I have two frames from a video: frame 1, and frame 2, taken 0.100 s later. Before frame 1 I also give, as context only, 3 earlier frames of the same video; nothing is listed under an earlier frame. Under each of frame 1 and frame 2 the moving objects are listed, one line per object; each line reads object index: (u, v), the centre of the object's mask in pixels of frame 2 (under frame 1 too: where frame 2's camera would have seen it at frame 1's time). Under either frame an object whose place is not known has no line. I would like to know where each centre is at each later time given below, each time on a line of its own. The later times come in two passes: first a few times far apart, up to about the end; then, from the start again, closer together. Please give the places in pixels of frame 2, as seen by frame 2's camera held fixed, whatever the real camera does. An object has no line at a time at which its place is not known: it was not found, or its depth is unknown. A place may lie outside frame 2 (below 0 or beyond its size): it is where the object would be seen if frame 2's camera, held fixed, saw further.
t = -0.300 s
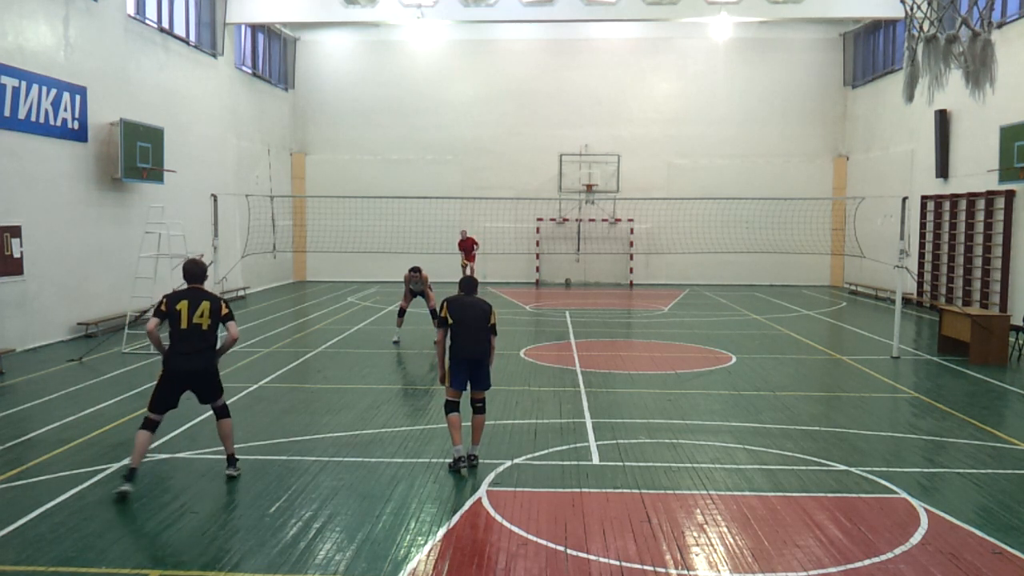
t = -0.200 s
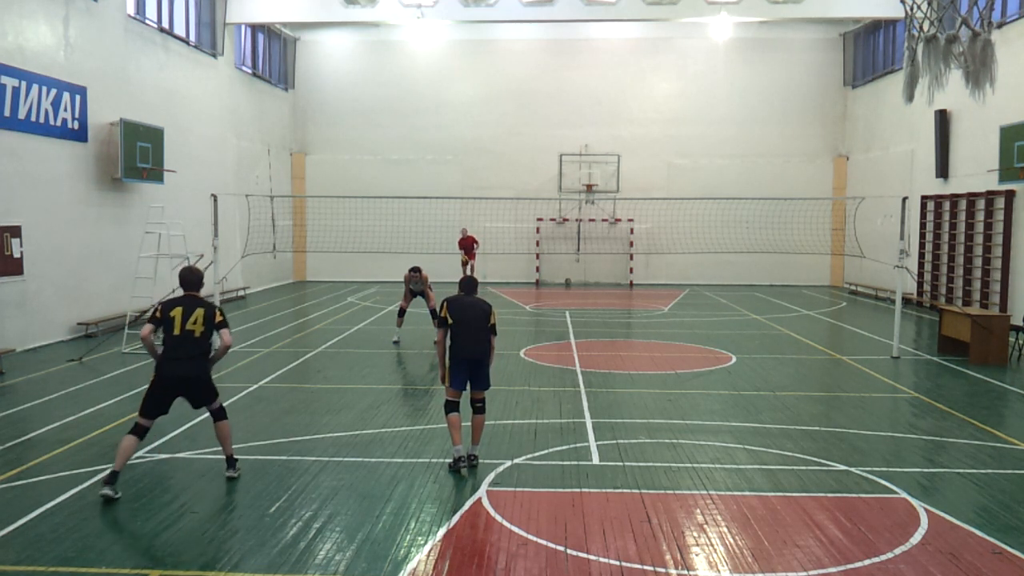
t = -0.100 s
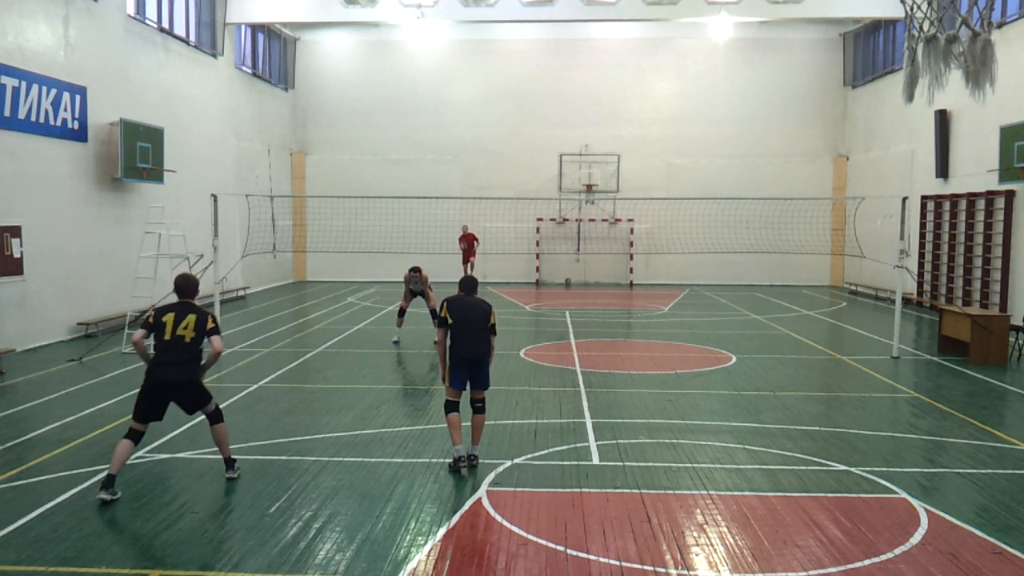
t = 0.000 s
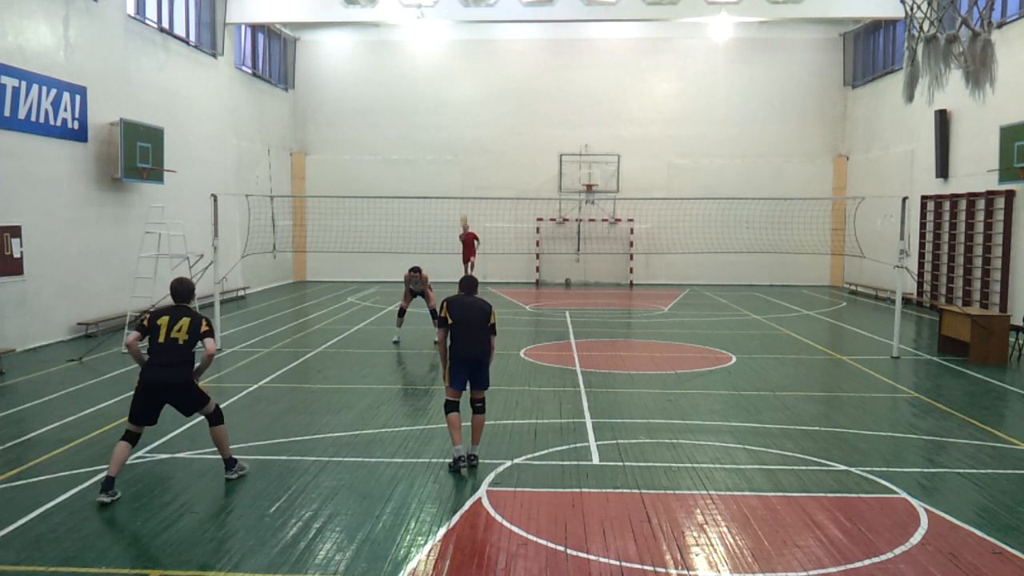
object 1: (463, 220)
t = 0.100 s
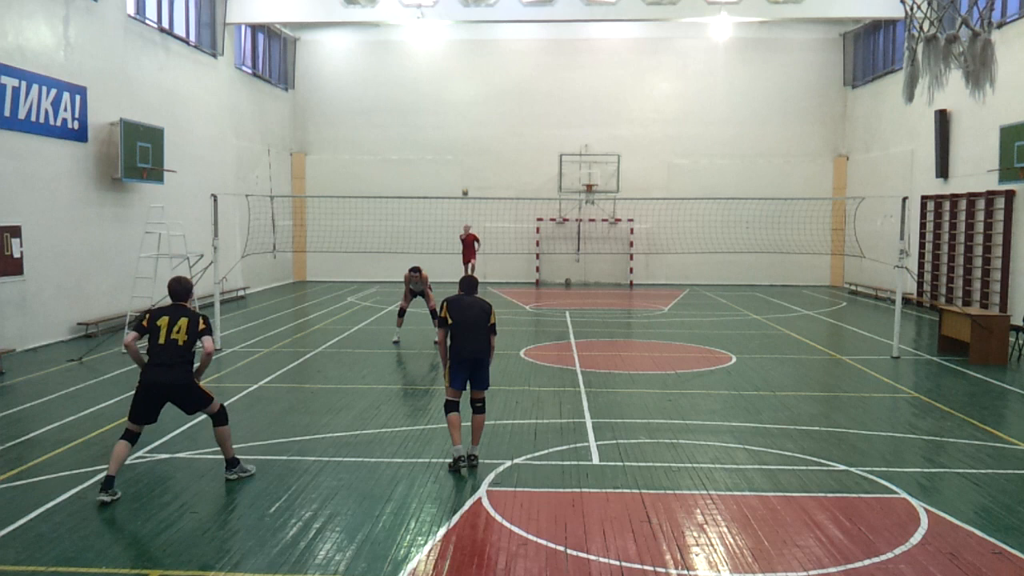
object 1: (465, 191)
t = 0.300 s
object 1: (468, 148)
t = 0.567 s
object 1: (471, 109)
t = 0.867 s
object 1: (474, 96)
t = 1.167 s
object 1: (478, 113)
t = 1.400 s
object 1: (480, 151)
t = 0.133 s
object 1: (465, 185)
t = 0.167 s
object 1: (466, 177)
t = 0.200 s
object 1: (466, 169)
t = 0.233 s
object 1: (467, 161)
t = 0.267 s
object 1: (467, 155)
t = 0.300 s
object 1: (468, 148)
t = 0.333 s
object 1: (468, 142)
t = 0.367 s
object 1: (468, 136)
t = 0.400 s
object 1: (469, 131)
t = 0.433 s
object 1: (469, 126)
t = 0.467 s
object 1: (469, 120)
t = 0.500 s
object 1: (470, 117)
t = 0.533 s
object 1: (470, 113)
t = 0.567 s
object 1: (471, 109)
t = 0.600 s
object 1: (471, 106)
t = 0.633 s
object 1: (472, 104)
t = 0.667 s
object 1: (472, 101)
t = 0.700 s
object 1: (472, 100)
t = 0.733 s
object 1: (473, 98)
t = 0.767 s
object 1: (473, 97)
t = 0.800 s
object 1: (474, 97)
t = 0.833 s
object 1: (474, 96)
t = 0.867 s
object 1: (474, 96)
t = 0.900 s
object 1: (475, 97)
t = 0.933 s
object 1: (475, 98)
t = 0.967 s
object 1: (475, 99)
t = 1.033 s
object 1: (476, 104)
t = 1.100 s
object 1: (476, 106)
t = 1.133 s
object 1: (477, 110)
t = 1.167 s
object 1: (478, 113)
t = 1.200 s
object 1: (478, 117)
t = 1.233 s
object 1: (478, 121)
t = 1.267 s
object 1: (479, 126)
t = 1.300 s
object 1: (479, 132)
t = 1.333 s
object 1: (480, 138)
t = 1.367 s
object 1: (480, 144)
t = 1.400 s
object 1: (480, 151)
